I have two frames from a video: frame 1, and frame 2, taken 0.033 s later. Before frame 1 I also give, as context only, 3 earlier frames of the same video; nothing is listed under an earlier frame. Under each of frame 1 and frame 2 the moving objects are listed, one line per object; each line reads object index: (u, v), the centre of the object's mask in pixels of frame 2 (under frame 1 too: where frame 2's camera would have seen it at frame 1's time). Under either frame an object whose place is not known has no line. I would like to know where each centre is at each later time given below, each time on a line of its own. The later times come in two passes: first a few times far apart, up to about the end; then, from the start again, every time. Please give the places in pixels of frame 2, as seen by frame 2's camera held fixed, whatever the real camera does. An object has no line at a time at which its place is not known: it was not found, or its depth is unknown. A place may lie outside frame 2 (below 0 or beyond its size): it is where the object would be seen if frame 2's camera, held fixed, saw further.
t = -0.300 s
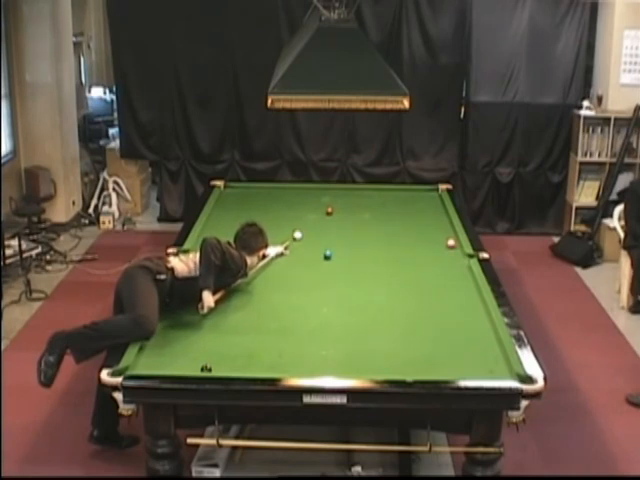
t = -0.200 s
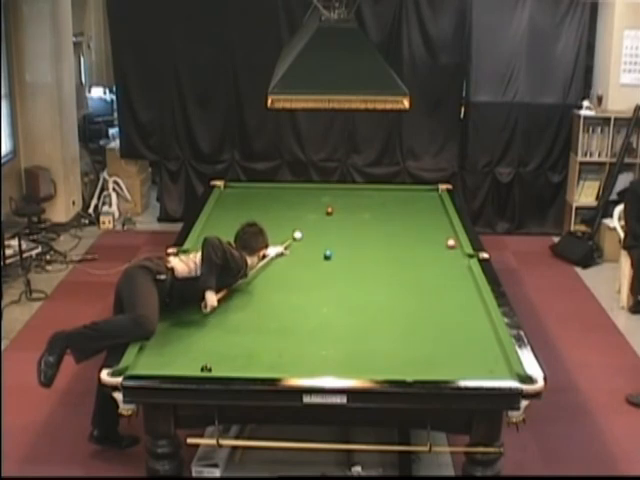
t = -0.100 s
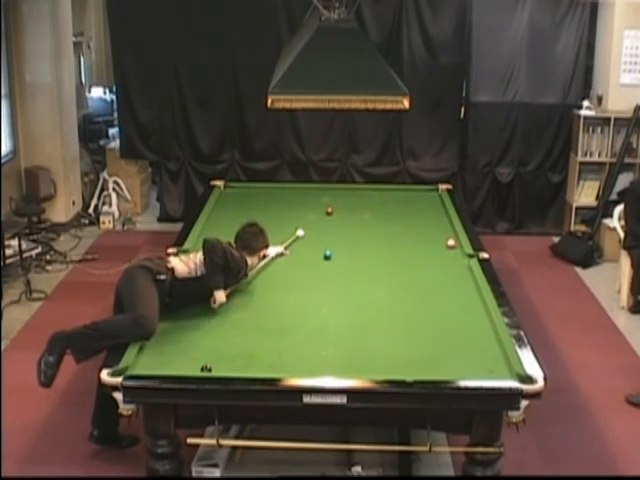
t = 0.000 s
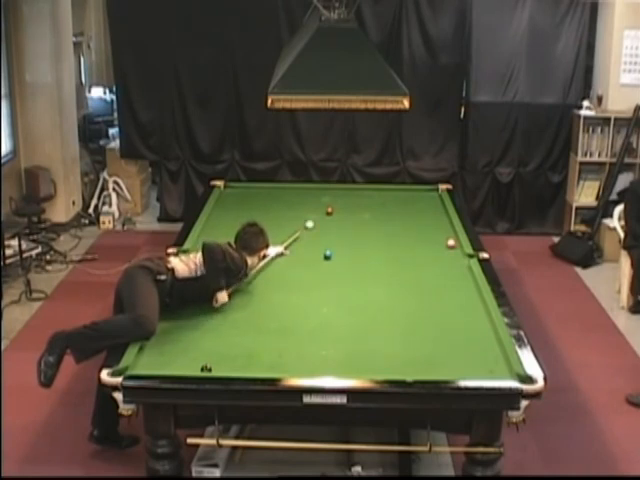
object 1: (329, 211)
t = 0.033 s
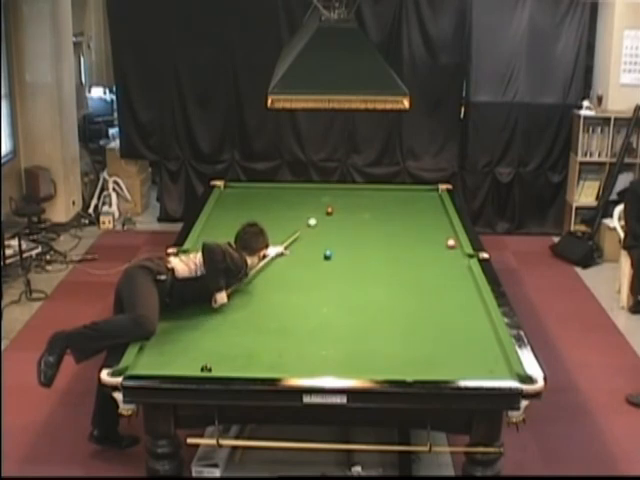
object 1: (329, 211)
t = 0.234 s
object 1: (335, 210)
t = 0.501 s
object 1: (363, 205)
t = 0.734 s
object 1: (385, 201)
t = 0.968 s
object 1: (405, 197)
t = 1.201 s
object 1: (423, 193)
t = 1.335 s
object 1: (434, 191)
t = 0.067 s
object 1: (329, 211)
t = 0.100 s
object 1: (329, 211)
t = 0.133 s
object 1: (329, 211)
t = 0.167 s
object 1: (329, 210)
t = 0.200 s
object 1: (330, 210)
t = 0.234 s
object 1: (335, 210)
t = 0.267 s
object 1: (339, 210)
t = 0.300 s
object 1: (344, 208)
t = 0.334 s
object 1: (347, 207)
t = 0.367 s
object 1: (351, 206)
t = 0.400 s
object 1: (354, 206)
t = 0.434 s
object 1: (357, 205)
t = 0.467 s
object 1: (360, 205)
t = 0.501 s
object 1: (363, 205)
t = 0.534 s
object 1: (367, 204)
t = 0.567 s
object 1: (370, 204)
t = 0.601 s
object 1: (373, 203)
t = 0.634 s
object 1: (376, 202)
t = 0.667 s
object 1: (379, 202)
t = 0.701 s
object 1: (382, 201)
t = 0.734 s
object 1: (385, 201)
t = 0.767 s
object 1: (388, 200)
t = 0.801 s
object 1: (391, 200)
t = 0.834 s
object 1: (394, 199)
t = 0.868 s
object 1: (397, 198)
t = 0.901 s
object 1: (399, 198)
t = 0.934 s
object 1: (402, 197)
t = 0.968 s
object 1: (405, 197)
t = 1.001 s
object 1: (408, 196)
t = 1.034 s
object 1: (410, 196)
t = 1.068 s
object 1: (413, 196)
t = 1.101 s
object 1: (416, 195)
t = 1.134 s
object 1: (419, 195)
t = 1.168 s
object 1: (421, 194)
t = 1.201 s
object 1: (423, 193)
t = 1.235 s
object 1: (426, 193)
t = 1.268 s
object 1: (429, 192)
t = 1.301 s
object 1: (431, 191)
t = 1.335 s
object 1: (434, 191)
